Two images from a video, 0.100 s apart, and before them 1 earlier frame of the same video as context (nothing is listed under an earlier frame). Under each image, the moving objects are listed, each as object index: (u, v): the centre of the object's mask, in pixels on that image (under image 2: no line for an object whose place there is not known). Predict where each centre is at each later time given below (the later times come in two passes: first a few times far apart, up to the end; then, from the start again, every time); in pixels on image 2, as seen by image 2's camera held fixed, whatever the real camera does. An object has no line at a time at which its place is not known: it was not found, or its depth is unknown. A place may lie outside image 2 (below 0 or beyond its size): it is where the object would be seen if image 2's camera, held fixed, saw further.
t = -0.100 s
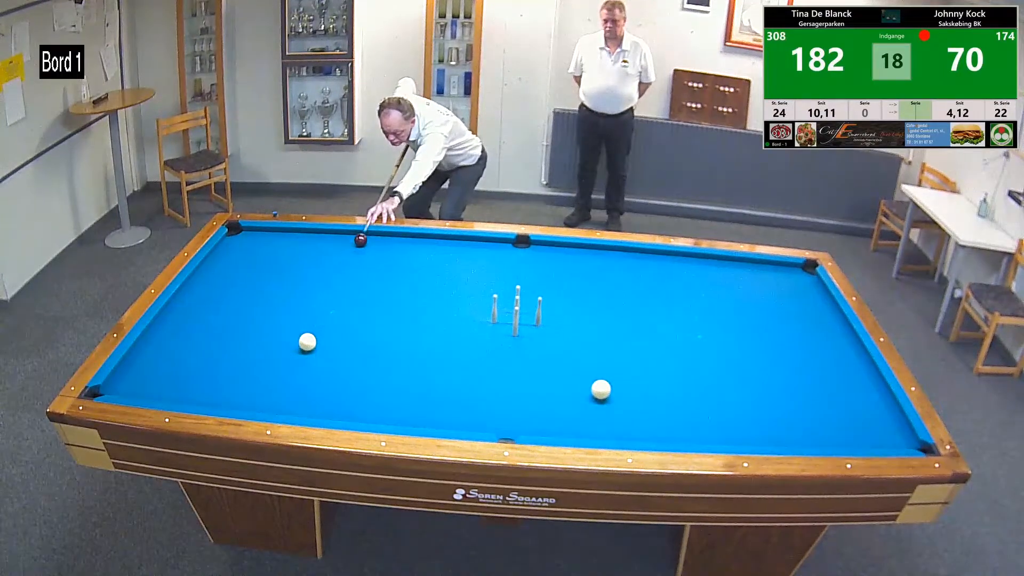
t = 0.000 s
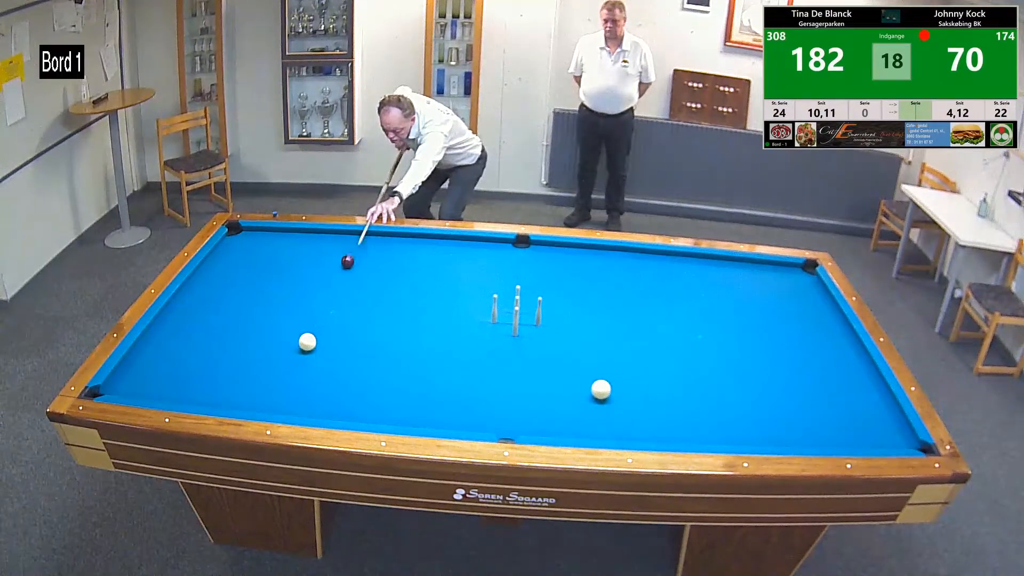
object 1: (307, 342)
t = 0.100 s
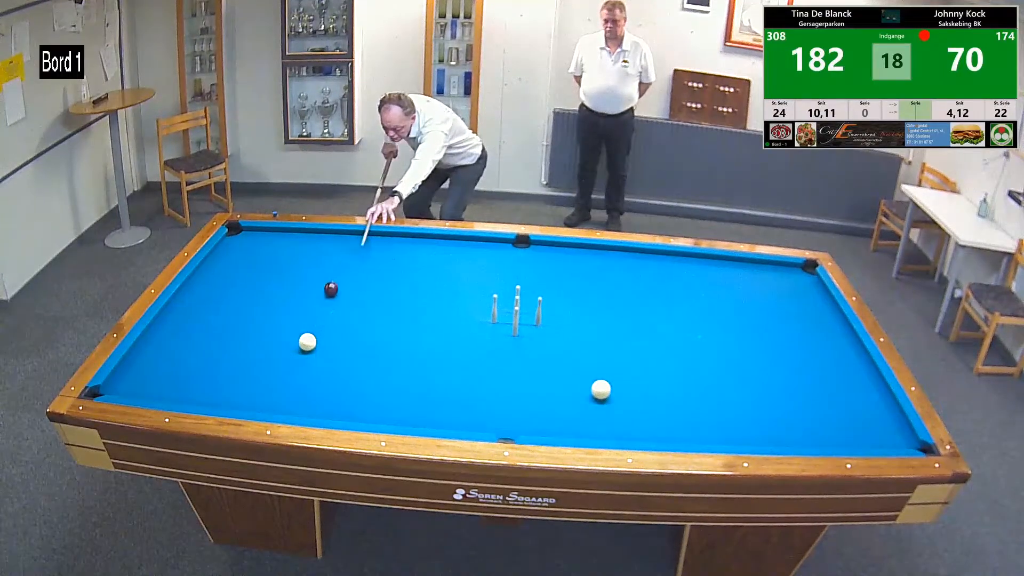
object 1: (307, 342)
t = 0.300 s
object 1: (311, 360)
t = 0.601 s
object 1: (340, 396)
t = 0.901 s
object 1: (376, 357)
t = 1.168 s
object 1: (404, 327)
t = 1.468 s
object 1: (432, 299)
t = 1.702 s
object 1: (450, 279)
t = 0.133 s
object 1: (307, 342)
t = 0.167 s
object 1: (307, 342)
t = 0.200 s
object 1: (307, 342)
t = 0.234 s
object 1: (307, 342)
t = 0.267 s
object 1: (309, 349)
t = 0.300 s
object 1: (311, 360)
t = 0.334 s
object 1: (313, 370)
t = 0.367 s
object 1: (315, 380)
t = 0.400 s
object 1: (317, 391)
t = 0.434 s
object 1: (320, 401)
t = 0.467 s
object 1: (322, 409)
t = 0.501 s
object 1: (325, 412)
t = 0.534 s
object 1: (330, 408)
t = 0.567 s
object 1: (335, 402)
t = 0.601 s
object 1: (340, 396)
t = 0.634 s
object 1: (344, 391)
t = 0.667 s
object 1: (348, 387)
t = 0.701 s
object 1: (352, 382)
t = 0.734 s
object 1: (357, 378)
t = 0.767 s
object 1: (360, 374)
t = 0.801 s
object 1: (364, 370)
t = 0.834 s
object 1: (368, 365)
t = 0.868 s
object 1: (372, 361)
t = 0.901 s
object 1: (376, 357)
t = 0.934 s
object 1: (380, 353)
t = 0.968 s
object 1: (383, 349)
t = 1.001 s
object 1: (387, 345)
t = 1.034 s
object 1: (391, 342)
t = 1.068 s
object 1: (394, 338)
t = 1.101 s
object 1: (397, 334)
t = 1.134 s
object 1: (401, 331)
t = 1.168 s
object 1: (404, 327)
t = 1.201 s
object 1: (407, 324)
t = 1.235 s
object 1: (411, 321)
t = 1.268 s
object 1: (414, 318)
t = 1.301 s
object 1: (417, 314)
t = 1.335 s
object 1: (420, 311)
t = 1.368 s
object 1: (423, 308)
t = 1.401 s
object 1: (426, 305)
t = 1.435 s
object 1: (429, 302)
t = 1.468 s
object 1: (432, 299)
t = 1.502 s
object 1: (435, 295)
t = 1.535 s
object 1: (437, 292)
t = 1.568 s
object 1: (440, 290)
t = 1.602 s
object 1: (443, 287)
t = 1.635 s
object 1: (445, 284)
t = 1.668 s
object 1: (448, 281)
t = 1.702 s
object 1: (450, 279)
